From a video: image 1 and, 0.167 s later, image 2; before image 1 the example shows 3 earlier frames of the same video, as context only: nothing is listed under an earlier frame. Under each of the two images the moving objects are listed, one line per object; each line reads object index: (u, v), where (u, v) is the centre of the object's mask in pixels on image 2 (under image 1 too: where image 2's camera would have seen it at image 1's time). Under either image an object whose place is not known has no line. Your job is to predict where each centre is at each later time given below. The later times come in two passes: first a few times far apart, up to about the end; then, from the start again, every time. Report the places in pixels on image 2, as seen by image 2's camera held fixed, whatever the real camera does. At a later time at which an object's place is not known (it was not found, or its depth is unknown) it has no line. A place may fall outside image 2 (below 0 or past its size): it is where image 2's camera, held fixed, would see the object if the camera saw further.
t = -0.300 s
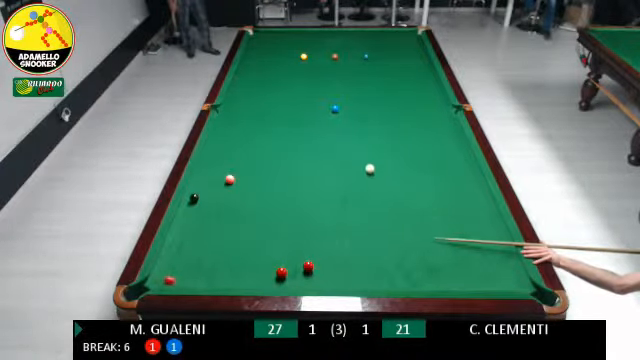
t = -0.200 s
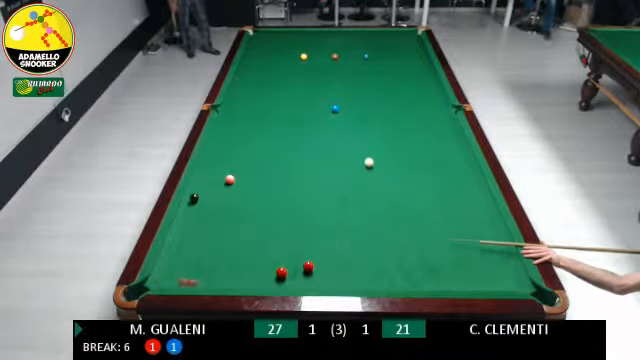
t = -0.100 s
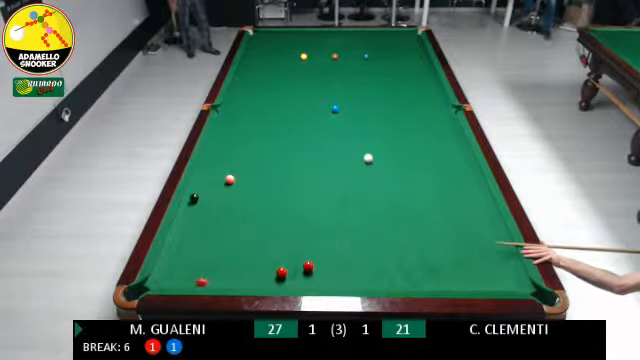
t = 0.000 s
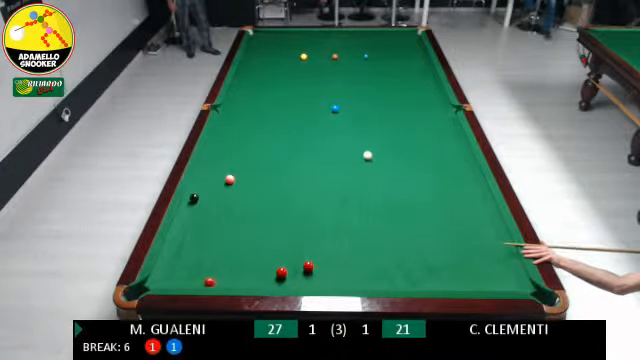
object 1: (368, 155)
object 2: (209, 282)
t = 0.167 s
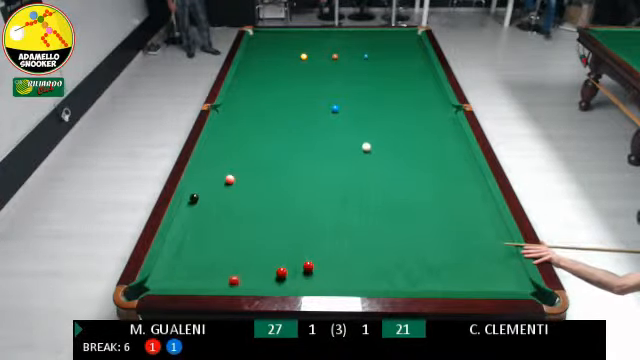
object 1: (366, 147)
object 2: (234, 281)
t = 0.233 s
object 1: (366, 144)
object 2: (242, 281)
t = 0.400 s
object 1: (365, 138)
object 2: (261, 280)
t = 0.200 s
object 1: (366, 146)
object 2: (237, 281)
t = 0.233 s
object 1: (366, 144)
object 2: (242, 281)
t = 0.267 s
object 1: (366, 143)
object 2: (246, 281)
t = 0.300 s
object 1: (365, 142)
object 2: (250, 280)
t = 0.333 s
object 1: (365, 141)
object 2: (255, 280)
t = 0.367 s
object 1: (364, 140)
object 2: (258, 280)
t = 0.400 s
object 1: (365, 138)
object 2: (261, 280)
